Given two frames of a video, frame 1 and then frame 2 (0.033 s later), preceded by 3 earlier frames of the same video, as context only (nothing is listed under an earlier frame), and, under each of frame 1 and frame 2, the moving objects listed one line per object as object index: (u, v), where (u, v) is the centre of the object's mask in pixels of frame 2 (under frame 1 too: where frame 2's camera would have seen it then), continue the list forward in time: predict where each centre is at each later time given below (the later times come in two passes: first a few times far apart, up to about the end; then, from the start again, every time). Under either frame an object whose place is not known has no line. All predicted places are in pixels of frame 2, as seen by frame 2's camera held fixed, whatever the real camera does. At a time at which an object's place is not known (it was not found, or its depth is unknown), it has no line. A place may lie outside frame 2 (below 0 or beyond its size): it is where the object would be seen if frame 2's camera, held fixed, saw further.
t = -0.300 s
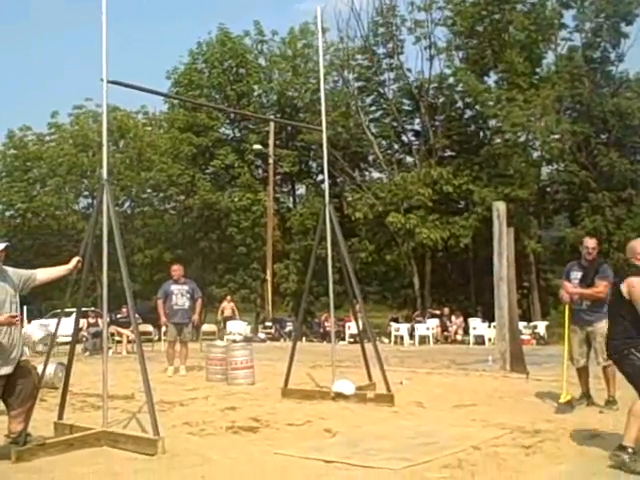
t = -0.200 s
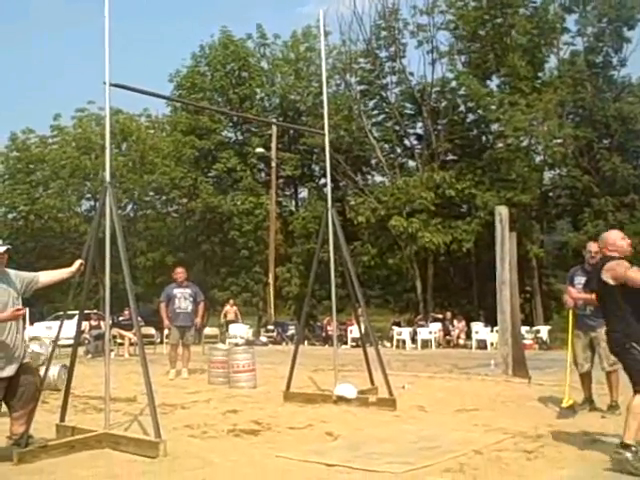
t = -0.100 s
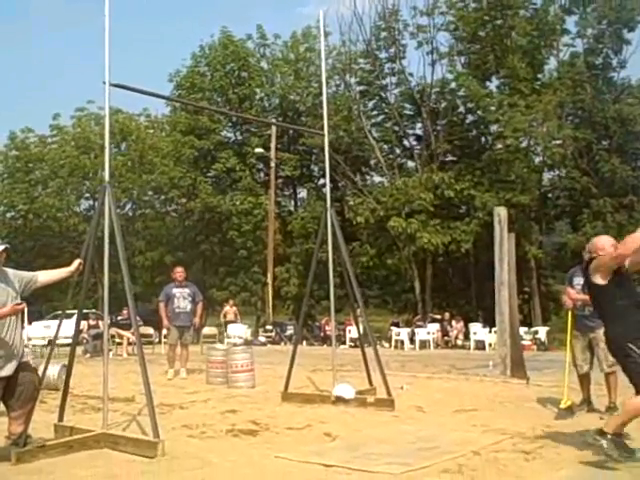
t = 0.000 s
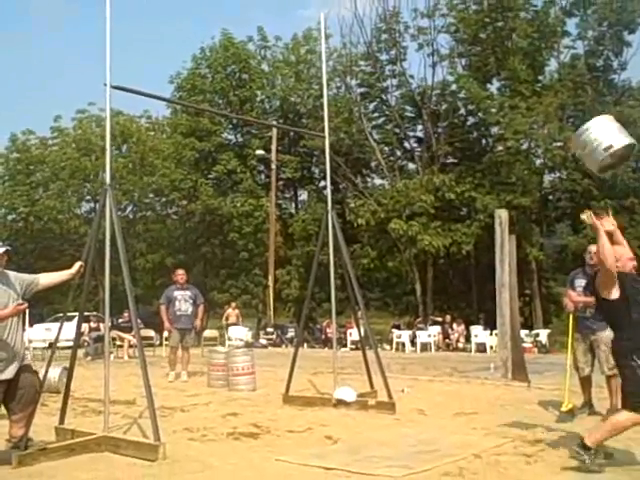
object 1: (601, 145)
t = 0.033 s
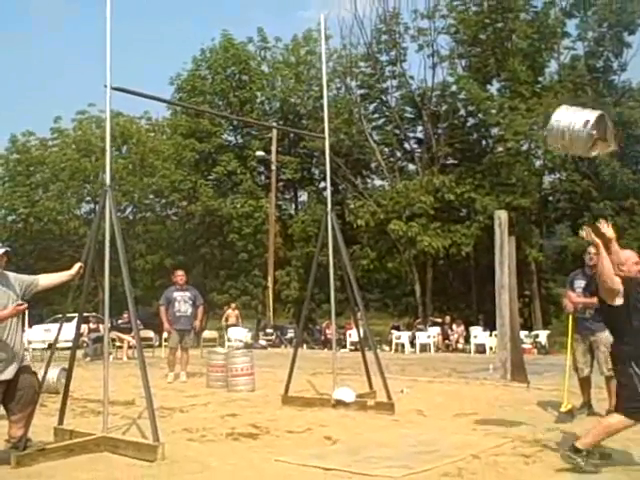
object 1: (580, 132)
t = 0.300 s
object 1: (401, 57)
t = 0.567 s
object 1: (268, 67)
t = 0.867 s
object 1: (150, 143)
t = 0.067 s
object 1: (551, 119)
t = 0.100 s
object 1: (531, 104)
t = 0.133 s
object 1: (505, 91)
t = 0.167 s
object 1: (483, 81)
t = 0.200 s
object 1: (460, 75)
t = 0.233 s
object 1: (441, 67)
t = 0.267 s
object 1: (421, 63)
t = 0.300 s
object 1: (401, 57)
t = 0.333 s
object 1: (384, 55)
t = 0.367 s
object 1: (362, 51)
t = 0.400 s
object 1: (345, 54)
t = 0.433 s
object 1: (329, 55)
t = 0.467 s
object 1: (312, 56)
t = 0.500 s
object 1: (296, 58)
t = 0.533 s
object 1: (283, 62)
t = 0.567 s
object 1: (268, 67)
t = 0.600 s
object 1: (253, 73)
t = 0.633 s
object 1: (238, 79)
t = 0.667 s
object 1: (225, 83)
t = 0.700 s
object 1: (212, 91)
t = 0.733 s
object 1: (199, 102)
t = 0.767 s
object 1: (186, 111)
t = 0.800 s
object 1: (173, 122)
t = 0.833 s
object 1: (162, 131)
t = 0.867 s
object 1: (150, 143)
